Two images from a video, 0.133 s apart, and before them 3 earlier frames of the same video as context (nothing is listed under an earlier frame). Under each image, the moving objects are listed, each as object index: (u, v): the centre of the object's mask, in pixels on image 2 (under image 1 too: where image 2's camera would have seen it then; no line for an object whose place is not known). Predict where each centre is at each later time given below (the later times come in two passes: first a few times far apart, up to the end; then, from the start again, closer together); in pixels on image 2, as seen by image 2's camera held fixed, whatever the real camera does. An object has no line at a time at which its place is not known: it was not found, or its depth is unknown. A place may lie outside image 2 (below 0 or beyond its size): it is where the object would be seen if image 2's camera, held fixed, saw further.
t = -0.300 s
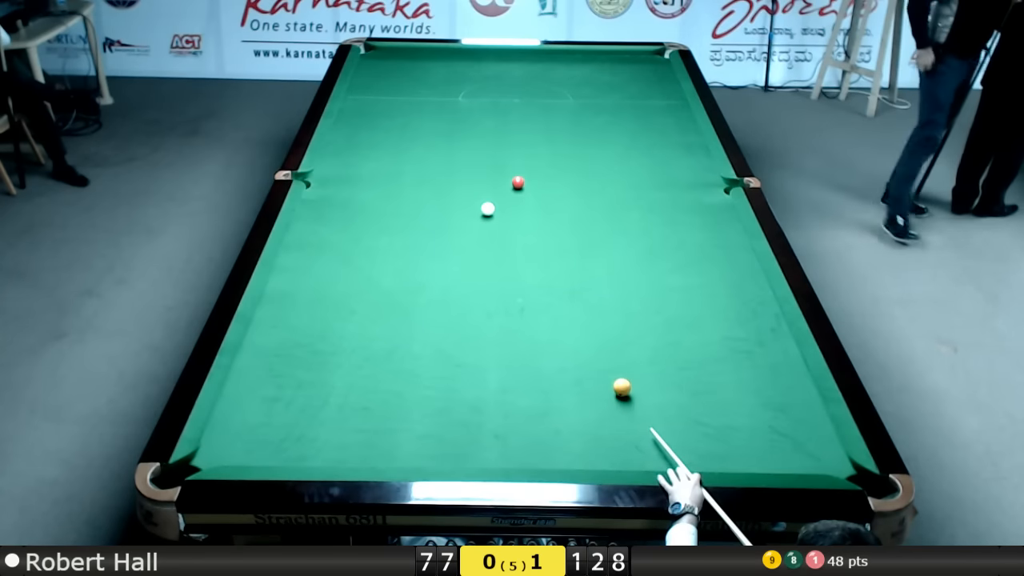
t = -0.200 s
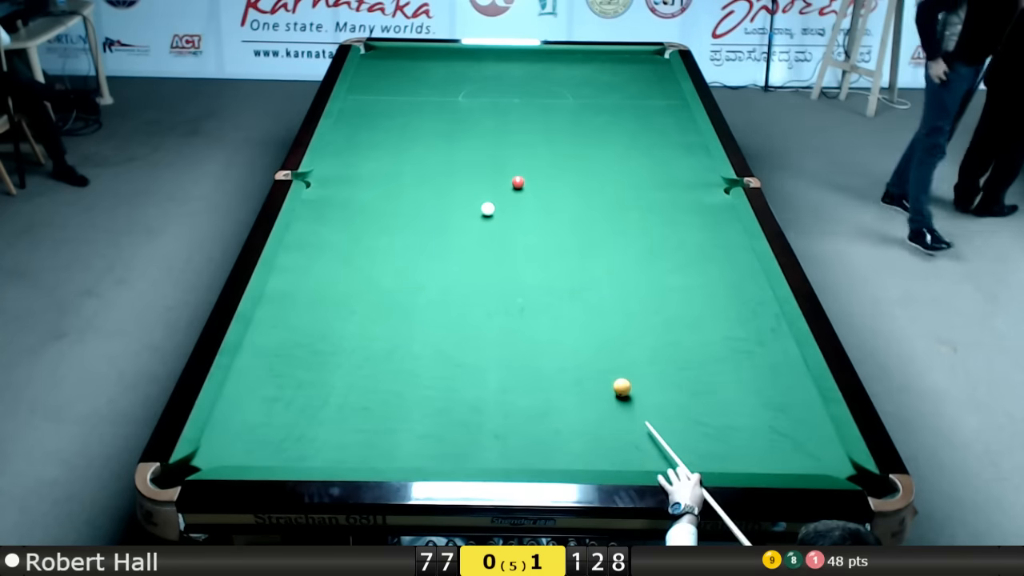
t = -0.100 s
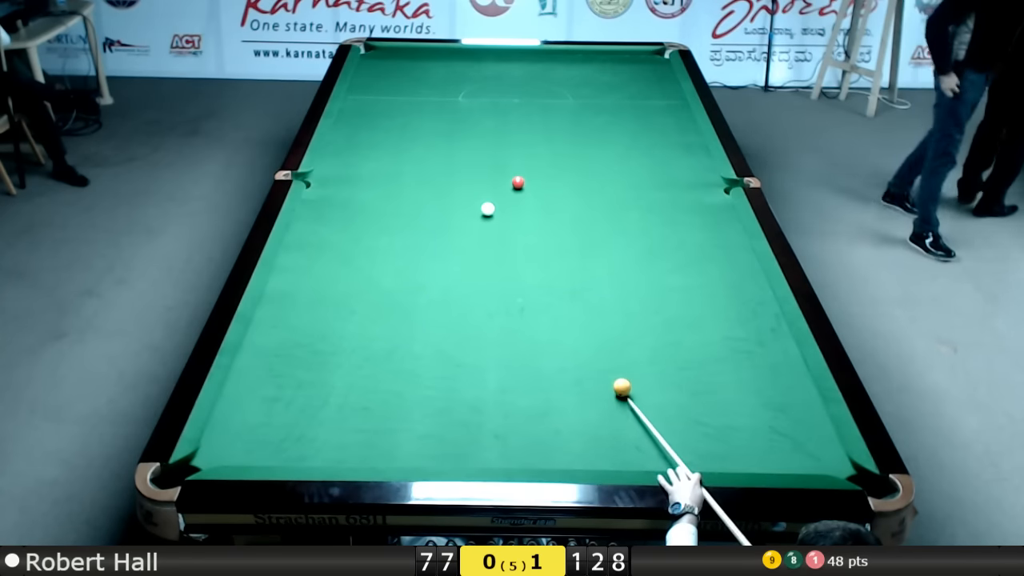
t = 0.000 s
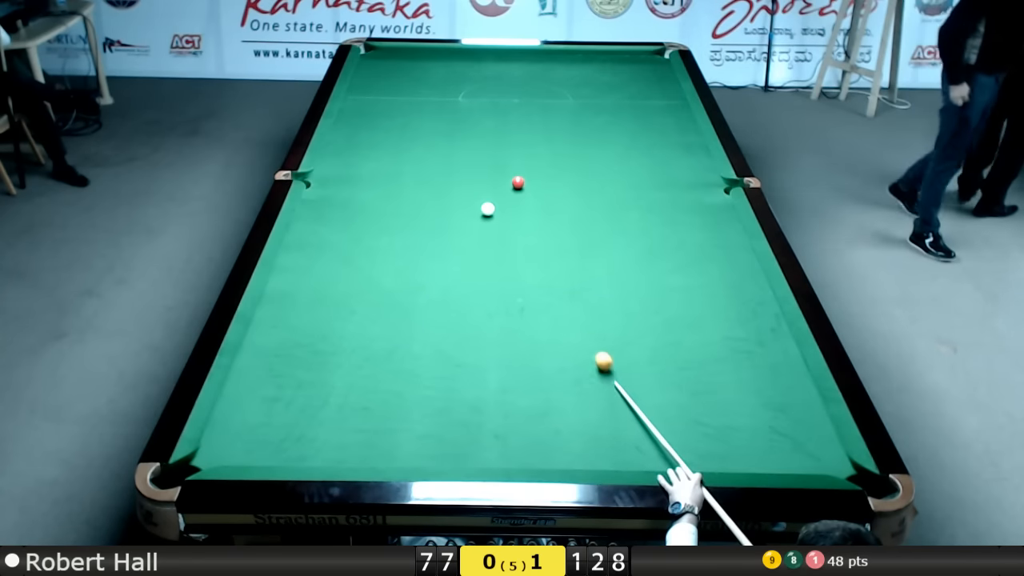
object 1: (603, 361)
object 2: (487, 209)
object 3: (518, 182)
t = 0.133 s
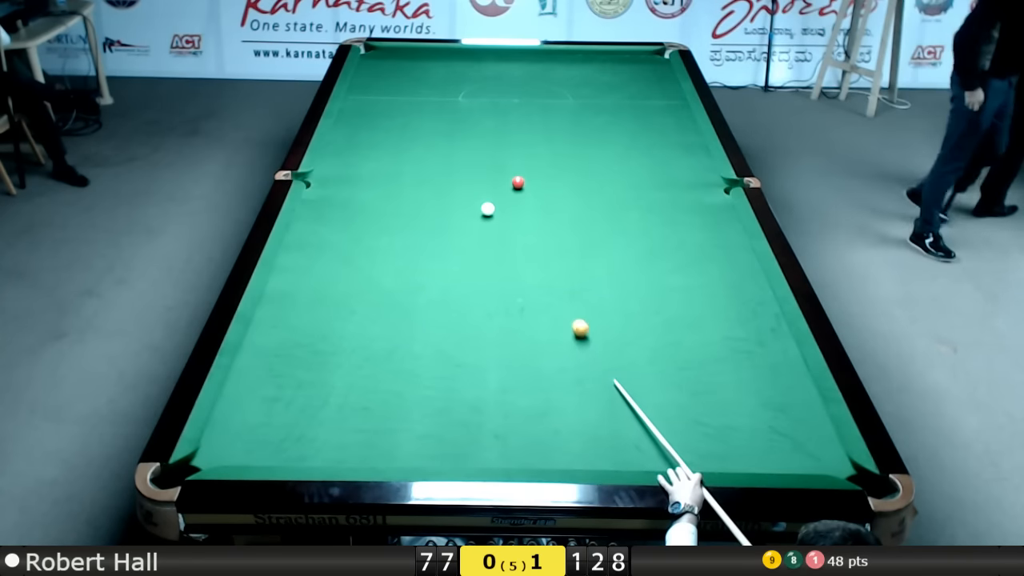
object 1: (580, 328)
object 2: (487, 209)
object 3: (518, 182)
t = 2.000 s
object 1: (516, 187)
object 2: (439, 191)
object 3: (520, 177)
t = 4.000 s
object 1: (518, 185)
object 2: (367, 164)
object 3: (535, 157)
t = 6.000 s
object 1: (518, 184)
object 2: (354, 159)
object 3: (536, 156)
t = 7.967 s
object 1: (518, 184)
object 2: (354, 159)
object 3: (536, 156)
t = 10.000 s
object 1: (518, 185)
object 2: (354, 159)
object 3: (536, 156)
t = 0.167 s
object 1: (575, 321)
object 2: (487, 209)
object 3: (518, 182)
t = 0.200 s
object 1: (571, 315)
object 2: (487, 209)
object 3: (518, 182)
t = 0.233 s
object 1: (567, 309)
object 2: (487, 209)
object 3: (518, 182)
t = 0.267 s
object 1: (563, 304)
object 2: (487, 209)
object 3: (518, 182)
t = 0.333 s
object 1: (556, 294)
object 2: (487, 209)
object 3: (518, 182)
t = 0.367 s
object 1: (553, 290)
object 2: (487, 209)
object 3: (518, 182)
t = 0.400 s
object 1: (550, 286)
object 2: (487, 209)
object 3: (518, 182)
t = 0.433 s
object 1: (548, 282)
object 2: (487, 209)
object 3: (518, 182)
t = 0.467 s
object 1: (545, 279)
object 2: (487, 209)
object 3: (518, 182)
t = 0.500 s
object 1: (543, 276)
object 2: (487, 209)
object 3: (518, 182)
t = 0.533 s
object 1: (540, 272)
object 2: (487, 209)
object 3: (518, 182)
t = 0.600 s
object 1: (536, 265)
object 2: (487, 209)
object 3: (518, 182)
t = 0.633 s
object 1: (533, 262)
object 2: (487, 209)
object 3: (518, 182)
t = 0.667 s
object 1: (531, 259)
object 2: (487, 209)
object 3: (518, 182)
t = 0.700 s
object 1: (529, 256)
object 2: (487, 209)
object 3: (518, 182)
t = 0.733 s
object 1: (526, 252)
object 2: (487, 209)
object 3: (518, 182)
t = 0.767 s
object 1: (524, 249)
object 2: (487, 209)
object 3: (518, 182)
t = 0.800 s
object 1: (522, 246)
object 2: (487, 209)
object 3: (518, 182)
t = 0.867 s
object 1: (518, 241)
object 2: (487, 209)
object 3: (518, 182)
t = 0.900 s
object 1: (516, 238)
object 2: (487, 209)
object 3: (518, 182)
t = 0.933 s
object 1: (514, 235)
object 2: (487, 209)
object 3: (518, 182)
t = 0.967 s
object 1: (512, 232)
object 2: (487, 209)
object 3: (518, 182)
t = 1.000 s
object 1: (510, 229)
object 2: (487, 209)
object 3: (518, 182)
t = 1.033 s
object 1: (508, 227)
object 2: (487, 209)
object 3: (518, 182)
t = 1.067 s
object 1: (506, 224)
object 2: (487, 209)
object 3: (518, 182)
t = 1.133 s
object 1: (502, 219)
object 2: (487, 209)
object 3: (518, 182)
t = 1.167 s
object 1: (500, 216)
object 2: (487, 209)
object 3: (518, 182)
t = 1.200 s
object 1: (499, 213)
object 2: (487, 209)
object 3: (518, 182)
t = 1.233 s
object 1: (499, 212)
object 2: (485, 208)
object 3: (518, 182)
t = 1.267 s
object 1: (501, 210)
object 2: (482, 207)
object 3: (518, 182)
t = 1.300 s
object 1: (501, 209)
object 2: (480, 206)
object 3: (518, 182)
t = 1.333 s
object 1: (502, 208)
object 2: (478, 205)
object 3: (518, 182)
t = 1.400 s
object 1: (504, 205)
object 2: (473, 204)
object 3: (518, 182)
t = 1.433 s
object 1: (505, 203)
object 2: (471, 203)
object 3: (518, 182)
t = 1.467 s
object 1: (506, 202)
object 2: (469, 202)
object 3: (518, 182)
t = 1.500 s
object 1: (507, 201)
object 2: (467, 201)
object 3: (518, 182)
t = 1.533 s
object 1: (508, 199)
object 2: (465, 201)
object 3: (518, 182)
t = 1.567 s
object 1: (508, 198)
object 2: (463, 200)
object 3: (518, 182)
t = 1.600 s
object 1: (509, 197)
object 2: (461, 199)
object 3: (518, 182)
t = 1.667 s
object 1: (511, 194)
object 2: (457, 198)
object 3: (518, 182)
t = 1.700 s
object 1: (511, 193)
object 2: (455, 197)
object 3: (518, 182)
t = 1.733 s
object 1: (512, 192)
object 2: (453, 196)
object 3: (518, 181)
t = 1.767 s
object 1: (513, 191)
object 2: (451, 195)
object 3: (519, 181)
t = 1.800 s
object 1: (514, 189)
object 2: (449, 195)
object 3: (519, 180)
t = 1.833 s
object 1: (515, 188)
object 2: (447, 194)
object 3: (519, 180)
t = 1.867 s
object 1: (515, 188)
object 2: (446, 193)
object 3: (520, 179)
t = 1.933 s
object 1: (515, 187)
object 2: (442, 192)
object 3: (520, 178)
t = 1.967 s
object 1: (516, 187)
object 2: (440, 191)
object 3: (520, 178)
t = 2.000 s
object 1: (516, 187)
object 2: (439, 191)
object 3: (520, 177)
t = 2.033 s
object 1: (516, 187)
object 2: (437, 190)
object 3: (521, 177)
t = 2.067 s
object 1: (516, 187)
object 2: (435, 189)
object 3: (521, 176)
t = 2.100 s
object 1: (517, 186)
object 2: (433, 189)
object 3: (521, 176)
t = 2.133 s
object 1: (517, 186)
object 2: (432, 188)
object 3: (522, 175)
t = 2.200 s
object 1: (517, 186)
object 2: (428, 187)
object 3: (522, 174)
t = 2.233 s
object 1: (517, 186)
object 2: (427, 186)
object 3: (523, 174)
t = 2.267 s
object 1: (517, 186)
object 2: (425, 186)
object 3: (523, 173)
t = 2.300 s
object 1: (517, 186)
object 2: (424, 185)
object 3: (523, 173)
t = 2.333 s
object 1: (517, 185)
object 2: (422, 184)
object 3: (523, 172)
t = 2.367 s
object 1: (517, 185)
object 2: (420, 184)
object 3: (524, 172)
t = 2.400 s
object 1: (518, 185)
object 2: (419, 183)
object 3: (524, 171)
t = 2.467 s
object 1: (518, 185)
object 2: (416, 182)
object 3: (525, 170)
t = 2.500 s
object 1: (518, 185)
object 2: (415, 182)
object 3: (525, 170)
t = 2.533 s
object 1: (518, 185)
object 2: (413, 181)
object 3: (525, 169)
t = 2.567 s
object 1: (518, 185)
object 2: (412, 181)
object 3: (526, 169)
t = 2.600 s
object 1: (518, 185)
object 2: (410, 180)
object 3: (526, 168)
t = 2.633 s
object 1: (518, 185)
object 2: (409, 180)
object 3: (526, 168)
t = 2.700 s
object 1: (518, 185)
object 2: (406, 179)
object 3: (527, 167)
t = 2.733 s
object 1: (518, 185)
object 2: (405, 178)
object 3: (527, 166)
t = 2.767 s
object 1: (518, 185)
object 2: (404, 177)
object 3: (527, 166)
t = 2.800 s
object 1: (518, 185)
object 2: (402, 177)
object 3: (528, 166)
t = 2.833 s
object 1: (518, 185)
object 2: (401, 176)
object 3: (528, 165)
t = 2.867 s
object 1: (518, 185)
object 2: (400, 176)
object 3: (528, 165)
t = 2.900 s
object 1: (518, 185)
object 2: (399, 176)
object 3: (529, 164)
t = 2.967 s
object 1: (518, 185)
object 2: (396, 175)
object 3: (529, 163)
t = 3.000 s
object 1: (518, 185)
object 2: (395, 174)
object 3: (529, 163)
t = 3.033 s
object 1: (518, 185)
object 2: (394, 174)
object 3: (530, 163)
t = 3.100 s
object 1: (518, 185)
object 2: (392, 173)
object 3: (530, 162)
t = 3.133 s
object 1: (518, 185)
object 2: (391, 173)
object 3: (530, 162)
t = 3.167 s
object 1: (518, 185)
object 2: (390, 172)
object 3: (531, 162)
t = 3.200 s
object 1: (518, 185)
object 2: (388, 172)
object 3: (531, 161)
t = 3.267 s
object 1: (518, 185)
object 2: (386, 171)
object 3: (531, 161)
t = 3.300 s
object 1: (518, 185)
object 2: (385, 171)
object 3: (531, 161)
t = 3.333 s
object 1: (518, 185)
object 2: (384, 170)
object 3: (532, 160)
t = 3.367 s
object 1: (518, 185)
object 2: (383, 170)
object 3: (532, 160)
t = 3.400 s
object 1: (518, 185)
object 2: (382, 169)
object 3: (532, 160)
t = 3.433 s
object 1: (518, 185)
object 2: (381, 169)
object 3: (532, 160)
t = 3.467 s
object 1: (518, 185)
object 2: (380, 169)
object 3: (532, 160)
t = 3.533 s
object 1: (518, 185)
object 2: (379, 168)
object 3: (533, 159)
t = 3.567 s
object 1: (518, 185)
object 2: (378, 168)
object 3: (533, 159)
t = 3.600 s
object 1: (518, 185)
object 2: (377, 167)
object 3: (533, 159)
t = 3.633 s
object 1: (518, 185)
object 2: (376, 167)
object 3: (534, 158)
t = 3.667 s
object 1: (518, 185)
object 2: (375, 167)
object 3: (534, 158)
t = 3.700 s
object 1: (518, 185)
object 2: (374, 167)
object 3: (534, 158)
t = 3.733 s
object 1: (518, 185)
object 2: (373, 166)
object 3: (534, 158)
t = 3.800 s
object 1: (518, 185)
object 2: (372, 166)
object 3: (534, 157)
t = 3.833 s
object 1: (518, 185)
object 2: (371, 165)
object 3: (535, 157)
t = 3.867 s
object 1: (518, 185)
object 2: (370, 165)
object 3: (535, 157)
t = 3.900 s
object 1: (518, 185)
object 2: (370, 165)
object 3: (535, 157)
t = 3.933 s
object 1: (518, 185)
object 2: (369, 165)
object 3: (535, 157)
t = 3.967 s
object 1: (518, 185)
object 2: (368, 165)
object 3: (535, 157)
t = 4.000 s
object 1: (518, 185)
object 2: (367, 164)
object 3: (535, 157)
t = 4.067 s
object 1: (518, 185)
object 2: (366, 164)
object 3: (535, 157)
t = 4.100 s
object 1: (518, 185)
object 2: (366, 163)
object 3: (535, 157)
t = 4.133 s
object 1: (518, 185)
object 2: (365, 163)
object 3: (535, 157)
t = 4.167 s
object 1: (518, 185)
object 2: (365, 163)
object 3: (535, 157)
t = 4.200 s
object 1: (518, 185)
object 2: (364, 163)
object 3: (536, 156)
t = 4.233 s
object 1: (518, 185)
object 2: (363, 163)
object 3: (536, 156)
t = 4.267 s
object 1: (518, 185)
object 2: (363, 162)
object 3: (536, 156)
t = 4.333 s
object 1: (518, 184)
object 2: (362, 162)
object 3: (536, 156)
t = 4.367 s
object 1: (518, 185)
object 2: (362, 162)
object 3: (536, 156)
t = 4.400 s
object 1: (518, 184)
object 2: (361, 162)
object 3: (536, 156)
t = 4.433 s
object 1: (518, 184)
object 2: (361, 162)
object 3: (536, 156)
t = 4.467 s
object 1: (518, 184)
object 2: (360, 161)
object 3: (536, 156)
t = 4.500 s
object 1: (518, 184)
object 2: (360, 161)
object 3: (536, 156)
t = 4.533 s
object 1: (518, 184)
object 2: (359, 161)
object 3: (536, 156)
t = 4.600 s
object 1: (518, 184)
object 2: (359, 161)
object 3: (536, 156)
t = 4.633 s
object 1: (518, 184)
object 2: (358, 161)
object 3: (536, 156)
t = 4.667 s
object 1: (518, 184)
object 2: (358, 161)
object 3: (535, 156)
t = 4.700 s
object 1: (518, 184)
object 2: (358, 160)
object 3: (535, 156)
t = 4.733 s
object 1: (518, 184)
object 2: (357, 160)
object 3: (535, 156)
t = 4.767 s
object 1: (518, 184)
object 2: (357, 160)
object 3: (535, 156)
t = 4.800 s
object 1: (518, 184)
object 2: (357, 160)
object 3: (535, 156)
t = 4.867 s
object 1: (518, 184)
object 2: (356, 160)
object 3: (536, 156)
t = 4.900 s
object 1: (518, 184)
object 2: (356, 160)
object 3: (536, 156)
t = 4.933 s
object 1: (518, 185)
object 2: (356, 160)
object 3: (536, 156)
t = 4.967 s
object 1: (518, 184)
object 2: (355, 160)
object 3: (536, 156)
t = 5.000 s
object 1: (518, 184)
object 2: (355, 160)
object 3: (536, 156)
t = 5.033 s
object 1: (518, 184)
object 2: (355, 160)
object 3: (536, 156)
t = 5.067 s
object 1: (518, 185)
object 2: (355, 160)
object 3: (536, 156)
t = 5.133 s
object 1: (518, 185)
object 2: (354, 160)
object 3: (536, 156)
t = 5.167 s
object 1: (518, 184)
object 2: (354, 159)
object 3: (536, 156)
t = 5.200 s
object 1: (518, 185)
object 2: (354, 159)
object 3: (536, 156)
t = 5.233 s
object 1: (518, 185)
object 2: (354, 160)
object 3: (536, 156)
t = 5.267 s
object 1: (518, 185)
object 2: (354, 160)
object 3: (536, 156)
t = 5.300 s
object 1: (518, 184)
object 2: (354, 160)
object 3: (536, 156)
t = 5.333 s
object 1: (518, 184)
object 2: (354, 160)
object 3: (536, 156)
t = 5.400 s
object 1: (518, 184)
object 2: (354, 159)
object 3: (536, 156)
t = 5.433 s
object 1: (518, 184)
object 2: (354, 159)
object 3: (536, 156)
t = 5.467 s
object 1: (518, 184)
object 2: (354, 159)
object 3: (536, 156)
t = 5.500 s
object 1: (518, 184)
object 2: (354, 159)
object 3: (536, 156)
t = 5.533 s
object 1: (518, 184)
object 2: (354, 159)
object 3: (536, 156)
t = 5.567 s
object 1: (518, 184)
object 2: (354, 159)
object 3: (536, 156)
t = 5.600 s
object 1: (518, 185)
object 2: (354, 159)
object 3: (536, 156)
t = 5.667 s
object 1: (518, 184)
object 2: (354, 159)
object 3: (536, 156)
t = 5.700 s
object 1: (518, 184)
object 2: (354, 159)
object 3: (536, 156)
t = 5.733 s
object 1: (518, 185)
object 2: (354, 159)
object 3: (536, 156)
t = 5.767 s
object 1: (518, 184)
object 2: (354, 159)
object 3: (536, 156)
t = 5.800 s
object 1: (518, 184)
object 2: (354, 159)
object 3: (536, 156)
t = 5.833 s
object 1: (518, 184)
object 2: (354, 159)
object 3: (536, 156)
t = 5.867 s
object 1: (518, 184)
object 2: (354, 159)
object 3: (536, 156)
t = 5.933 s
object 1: (518, 184)
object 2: (354, 159)
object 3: (536, 156)
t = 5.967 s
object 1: (518, 184)
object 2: (354, 159)
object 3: (536, 156)
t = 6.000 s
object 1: (518, 184)
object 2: (354, 159)
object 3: (536, 156)
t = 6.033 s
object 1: (518, 184)
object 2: (354, 159)
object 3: (536, 156)
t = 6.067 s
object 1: (518, 184)
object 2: (354, 159)
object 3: (536, 156)
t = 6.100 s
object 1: (518, 184)
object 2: (354, 159)
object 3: (536, 156)
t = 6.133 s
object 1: (518, 184)
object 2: (354, 159)
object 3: (536, 156)
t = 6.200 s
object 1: (518, 184)
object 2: (354, 159)
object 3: (536, 156)
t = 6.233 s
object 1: (518, 184)
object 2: (354, 159)
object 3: (536, 156)
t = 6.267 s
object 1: (518, 184)
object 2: (354, 159)
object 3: (535, 156)
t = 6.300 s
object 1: (518, 184)
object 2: (354, 159)
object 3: (536, 156)
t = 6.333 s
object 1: (518, 184)
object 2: (354, 159)
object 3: (536, 156)
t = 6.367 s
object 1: (518, 184)
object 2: (354, 159)
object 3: (535, 156)
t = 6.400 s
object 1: (518, 184)
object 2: (354, 159)
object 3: (536, 156)
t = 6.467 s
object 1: (518, 184)
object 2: (354, 159)
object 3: (535, 156)
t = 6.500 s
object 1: (518, 184)
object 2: (354, 159)
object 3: (535, 156)
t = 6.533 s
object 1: (518, 184)
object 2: (354, 159)
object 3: (535, 156)
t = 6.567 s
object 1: (518, 184)
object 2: (354, 159)
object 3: (535, 156)
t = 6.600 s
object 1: (518, 184)
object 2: (354, 159)
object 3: (535, 156)
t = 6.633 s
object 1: (518, 184)
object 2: (354, 159)
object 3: (535, 156)
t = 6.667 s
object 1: (518, 184)
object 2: (354, 159)
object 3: (535, 156)
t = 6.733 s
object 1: (518, 184)
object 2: (354, 159)
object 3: (536, 156)
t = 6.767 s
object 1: (518, 184)
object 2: (354, 159)
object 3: (536, 156)
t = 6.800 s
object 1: (518, 184)
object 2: (354, 159)
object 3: (536, 156)
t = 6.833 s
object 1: (518, 184)
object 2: (354, 159)
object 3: (536, 156)
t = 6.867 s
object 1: (518, 184)
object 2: (354, 159)
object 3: (536, 156)
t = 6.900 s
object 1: (518, 184)
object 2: (354, 159)
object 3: (536, 156)
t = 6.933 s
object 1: (518, 184)
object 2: (354, 159)
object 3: (536, 156)
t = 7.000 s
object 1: (518, 184)
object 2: (354, 159)
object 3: (536, 156)
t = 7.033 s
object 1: (518, 184)
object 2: (354, 159)
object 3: (536, 156)
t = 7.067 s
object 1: (518, 184)
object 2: (354, 159)
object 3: (536, 156)
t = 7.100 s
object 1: (518, 184)
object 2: (354, 159)
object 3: (536, 156)
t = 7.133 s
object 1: (518, 184)
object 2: (354, 159)
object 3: (536, 156)
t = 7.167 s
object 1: (518, 184)
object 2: (354, 159)
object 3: (536, 156)
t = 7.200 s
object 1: (518, 184)
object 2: (354, 159)
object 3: (536, 156)
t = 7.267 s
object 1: (518, 184)
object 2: (354, 159)
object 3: (536, 156)
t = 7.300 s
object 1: (518, 184)
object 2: (354, 159)
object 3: (536, 156)
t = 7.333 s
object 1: (518, 184)
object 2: (354, 159)
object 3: (536, 156)
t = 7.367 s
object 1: (518, 184)
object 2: (354, 159)
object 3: (536, 156)
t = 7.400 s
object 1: (518, 184)
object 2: (354, 159)
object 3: (536, 156)
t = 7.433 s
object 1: (518, 184)
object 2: (354, 159)
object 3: (536, 156)
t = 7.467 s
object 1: (518, 184)
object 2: (354, 159)
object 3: (536, 156)
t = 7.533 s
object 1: (518, 184)
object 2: (354, 159)
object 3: (536, 156)
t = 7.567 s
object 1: (518, 184)
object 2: (354, 159)
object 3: (536, 156)
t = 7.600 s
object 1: (518, 184)
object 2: (354, 159)
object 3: (536, 156)
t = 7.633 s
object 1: (518, 184)
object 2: (354, 159)
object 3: (536, 156)
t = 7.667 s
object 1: (518, 184)
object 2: (354, 159)
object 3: (536, 156)
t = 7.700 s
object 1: (518, 184)
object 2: (354, 159)
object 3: (536, 156)
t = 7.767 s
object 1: (518, 184)
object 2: (354, 159)
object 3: (536, 156)
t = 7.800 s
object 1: (518, 184)
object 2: (354, 159)
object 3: (536, 156)
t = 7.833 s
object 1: (518, 184)
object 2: (354, 159)
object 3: (536, 156)
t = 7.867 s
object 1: (518, 184)
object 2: (354, 159)
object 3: (536, 156)
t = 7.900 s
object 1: (518, 184)
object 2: (354, 159)
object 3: (536, 156)
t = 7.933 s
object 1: (518, 184)
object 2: (354, 159)
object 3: (536, 156)
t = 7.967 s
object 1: (518, 184)
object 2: (354, 159)
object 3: (536, 156)
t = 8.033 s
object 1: (518, 184)
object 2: (354, 159)
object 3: (536, 156)
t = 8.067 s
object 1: (518, 184)
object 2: (354, 159)
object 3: (536, 156)
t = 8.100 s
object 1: (518, 184)
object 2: (354, 159)
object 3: (536, 156)
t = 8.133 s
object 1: (518, 184)
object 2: (354, 159)
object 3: (536, 156)
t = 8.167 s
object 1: (518, 184)
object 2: (354, 159)
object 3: (536, 156)
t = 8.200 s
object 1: (518, 184)
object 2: (354, 159)
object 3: (536, 156)
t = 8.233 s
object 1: (518, 184)
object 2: (354, 159)
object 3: (536, 156)
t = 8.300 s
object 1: (518, 184)
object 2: (354, 159)
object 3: (536, 156)
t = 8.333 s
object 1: (518, 184)
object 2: (354, 159)
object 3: (536, 156)
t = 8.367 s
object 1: (518, 184)
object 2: (354, 159)
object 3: (536, 156)
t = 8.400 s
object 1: (518, 184)
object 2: (354, 159)
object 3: (536, 156)
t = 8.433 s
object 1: (518, 184)
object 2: (354, 159)
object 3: (536, 156)
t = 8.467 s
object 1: (518, 184)
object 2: (354, 159)
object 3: (536, 156)
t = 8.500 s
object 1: (518, 184)
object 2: (354, 159)
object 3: (536, 156)
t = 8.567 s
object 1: (518, 184)
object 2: (354, 159)
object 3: (536, 156)
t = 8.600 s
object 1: (518, 184)
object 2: (354, 159)
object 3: (536, 156)
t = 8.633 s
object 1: (518, 184)
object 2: (354, 159)
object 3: (536, 156)
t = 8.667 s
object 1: (518, 184)
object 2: (354, 159)
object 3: (536, 156)
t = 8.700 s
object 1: (518, 184)
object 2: (354, 159)
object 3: (536, 156)
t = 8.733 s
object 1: (518, 185)
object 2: (354, 159)
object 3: (536, 156)
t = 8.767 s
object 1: (518, 184)
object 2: (354, 159)
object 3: (536, 156)
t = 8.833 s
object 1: (518, 185)
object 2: (354, 159)
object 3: (536, 156)
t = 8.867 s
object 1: (518, 185)
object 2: (354, 159)
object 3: (536, 156)
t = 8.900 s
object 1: (518, 184)
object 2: (354, 159)
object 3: (536, 156)
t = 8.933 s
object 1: (518, 184)
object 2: (354, 159)
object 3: (536, 156)
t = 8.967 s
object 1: (518, 185)
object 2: (354, 159)
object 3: (536, 156)
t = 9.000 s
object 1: (518, 185)
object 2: (354, 159)
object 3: (536, 156)
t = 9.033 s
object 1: (518, 185)
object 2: (354, 159)
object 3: (536, 156)
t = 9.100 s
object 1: (518, 185)
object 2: (354, 159)
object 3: (536, 156)
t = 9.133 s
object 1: (518, 185)
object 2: (354, 159)
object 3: (536, 156)
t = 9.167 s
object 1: (518, 185)
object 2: (354, 159)
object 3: (536, 156)
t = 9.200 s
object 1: (518, 185)
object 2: (354, 159)
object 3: (536, 156)
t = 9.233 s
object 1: (518, 184)
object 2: (354, 159)
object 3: (536, 156)
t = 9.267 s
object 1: (518, 184)
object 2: (354, 159)
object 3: (536, 156)
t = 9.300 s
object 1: (518, 184)
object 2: (354, 159)
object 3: (536, 156)
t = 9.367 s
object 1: (518, 185)
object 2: (354, 159)
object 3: (536, 156)
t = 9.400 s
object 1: (518, 185)
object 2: (354, 159)
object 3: (536, 156)
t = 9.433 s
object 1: (518, 184)
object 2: (354, 159)
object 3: (536, 156)
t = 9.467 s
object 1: (518, 184)
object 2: (354, 159)
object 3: (536, 156)
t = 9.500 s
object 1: (518, 184)
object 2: (354, 159)
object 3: (536, 156)
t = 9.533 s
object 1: (518, 184)
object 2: (354, 159)
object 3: (536, 156)
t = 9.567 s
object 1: (518, 185)
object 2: (354, 159)
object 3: (536, 156)
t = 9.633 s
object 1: (518, 185)
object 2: (354, 159)
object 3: (536, 156)
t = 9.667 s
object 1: (518, 185)
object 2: (354, 159)
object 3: (536, 156)
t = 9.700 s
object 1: (518, 185)
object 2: (354, 159)
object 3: (536, 156)
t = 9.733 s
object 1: (518, 185)
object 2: (354, 159)
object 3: (536, 156)
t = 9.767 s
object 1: (518, 185)
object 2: (354, 159)
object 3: (536, 156)
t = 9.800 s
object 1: (518, 185)
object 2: (354, 159)
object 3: (536, 156)
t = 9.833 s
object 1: (518, 185)
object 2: (354, 159)
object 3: (536, 156)
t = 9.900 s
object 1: (518, 185)
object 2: (354, 159)
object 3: (536, 156)
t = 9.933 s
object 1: (518, 185)
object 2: (354, 159)
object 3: (536, 156)
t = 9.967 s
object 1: (518, 185)
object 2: (354, 159)
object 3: (536, 156)
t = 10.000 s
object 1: (518, 185)
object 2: (354, 159)
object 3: (536, 156)
